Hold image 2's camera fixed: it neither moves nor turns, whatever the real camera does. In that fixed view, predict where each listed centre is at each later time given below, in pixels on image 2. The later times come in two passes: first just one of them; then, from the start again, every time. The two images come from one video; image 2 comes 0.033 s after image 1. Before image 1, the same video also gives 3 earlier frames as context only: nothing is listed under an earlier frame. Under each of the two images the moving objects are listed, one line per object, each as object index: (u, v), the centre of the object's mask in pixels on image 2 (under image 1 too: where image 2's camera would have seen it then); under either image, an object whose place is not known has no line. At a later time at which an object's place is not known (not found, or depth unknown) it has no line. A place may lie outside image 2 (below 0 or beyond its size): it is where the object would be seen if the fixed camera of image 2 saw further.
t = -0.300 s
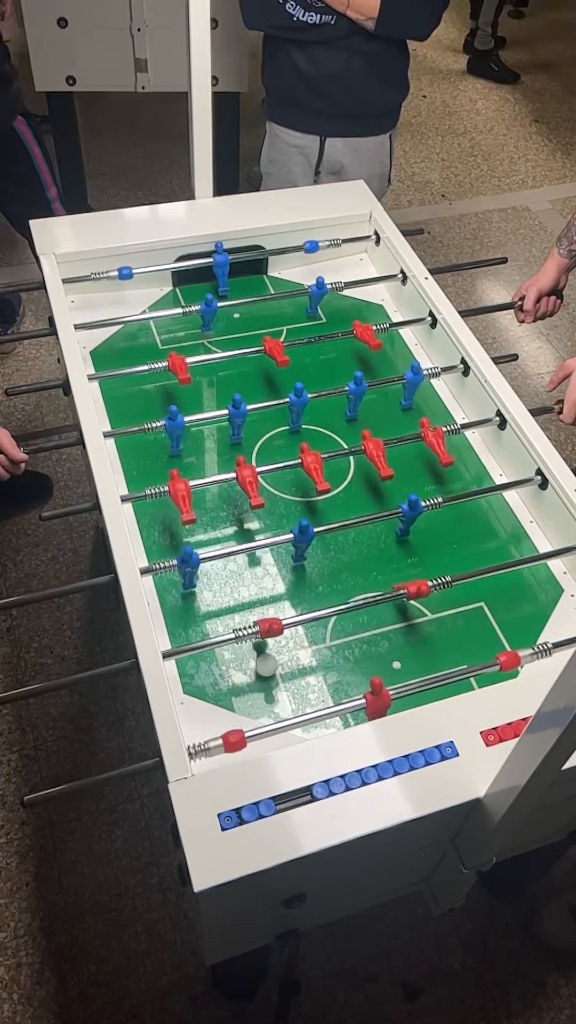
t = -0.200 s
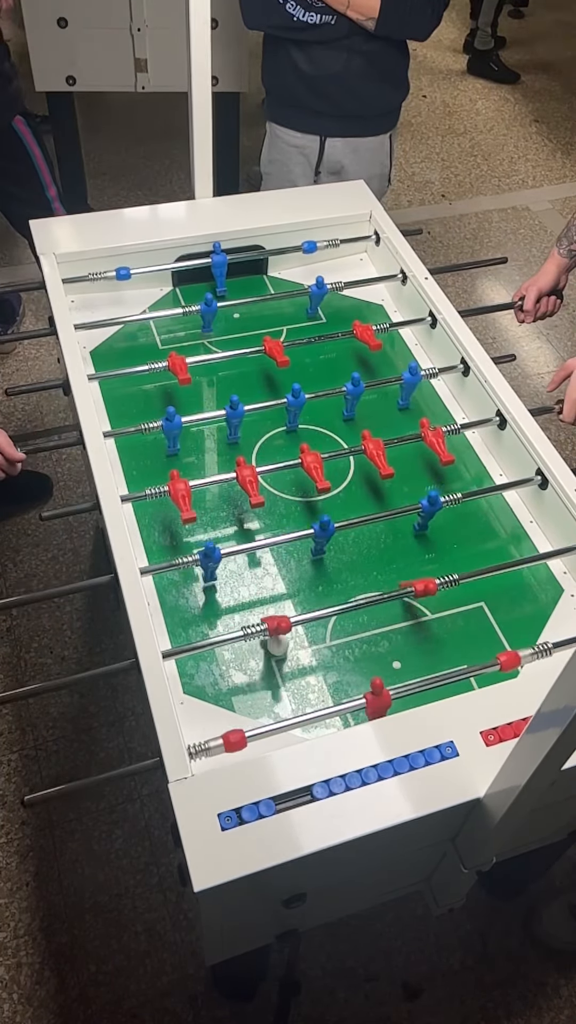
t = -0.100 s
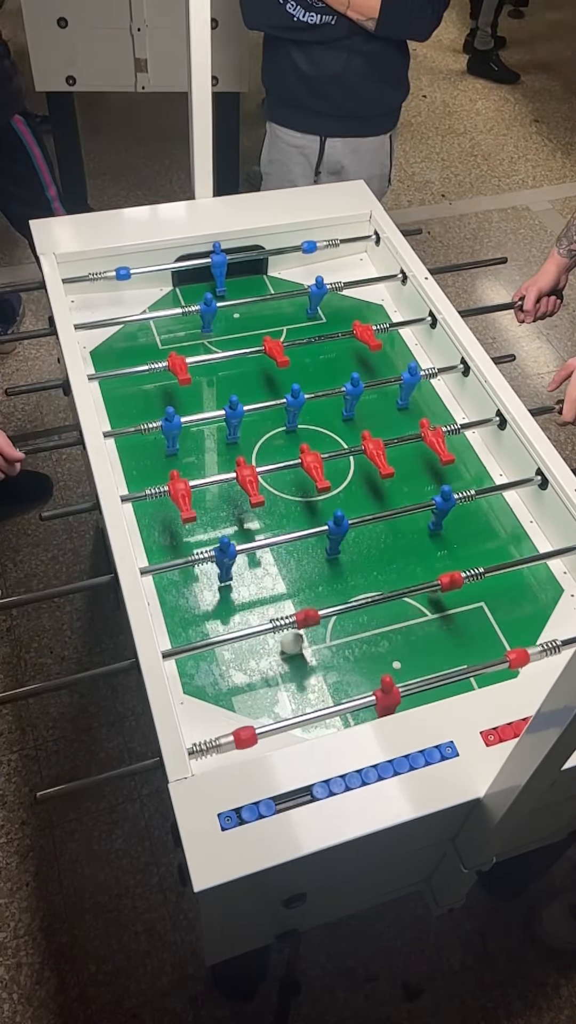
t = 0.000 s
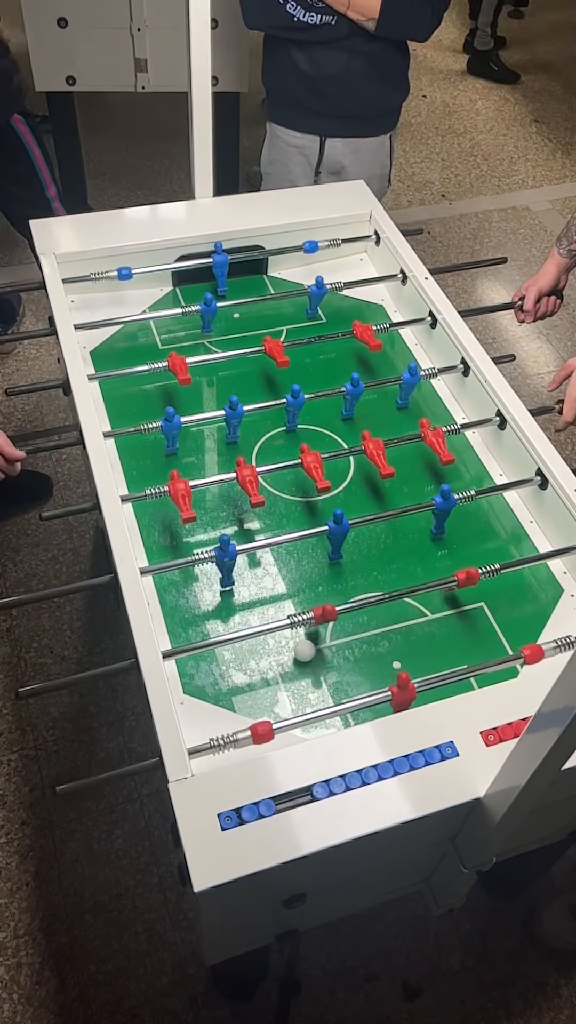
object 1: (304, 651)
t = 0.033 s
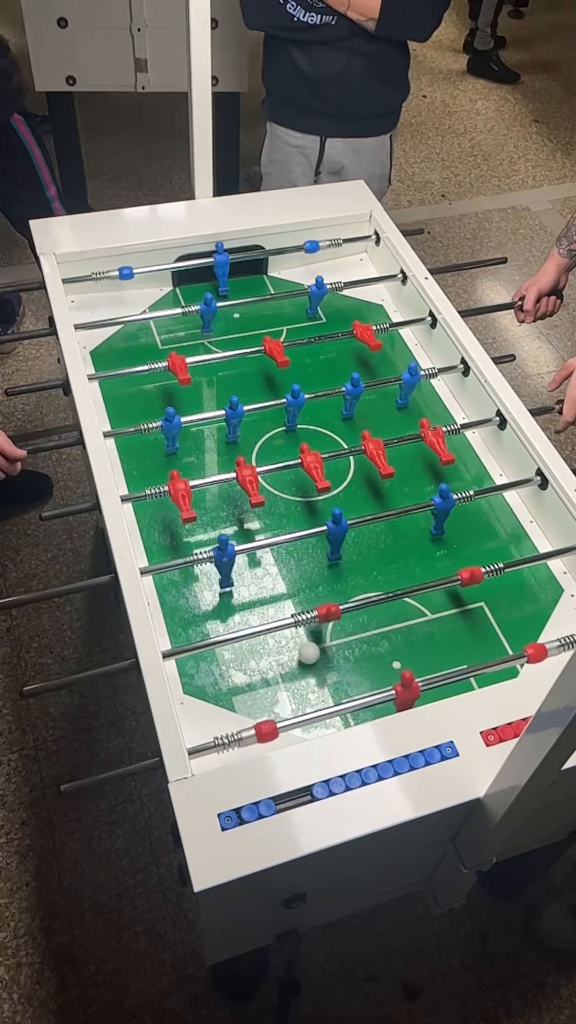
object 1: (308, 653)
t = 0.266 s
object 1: (339, 671)
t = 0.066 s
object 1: (313, 656)
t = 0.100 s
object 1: (318, 658)
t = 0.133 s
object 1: (322, 661)
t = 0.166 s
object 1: (326, 663)
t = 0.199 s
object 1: (331, 666)
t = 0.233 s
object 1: (335, 668)
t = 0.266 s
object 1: (339, 671)
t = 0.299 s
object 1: (344, 673)
